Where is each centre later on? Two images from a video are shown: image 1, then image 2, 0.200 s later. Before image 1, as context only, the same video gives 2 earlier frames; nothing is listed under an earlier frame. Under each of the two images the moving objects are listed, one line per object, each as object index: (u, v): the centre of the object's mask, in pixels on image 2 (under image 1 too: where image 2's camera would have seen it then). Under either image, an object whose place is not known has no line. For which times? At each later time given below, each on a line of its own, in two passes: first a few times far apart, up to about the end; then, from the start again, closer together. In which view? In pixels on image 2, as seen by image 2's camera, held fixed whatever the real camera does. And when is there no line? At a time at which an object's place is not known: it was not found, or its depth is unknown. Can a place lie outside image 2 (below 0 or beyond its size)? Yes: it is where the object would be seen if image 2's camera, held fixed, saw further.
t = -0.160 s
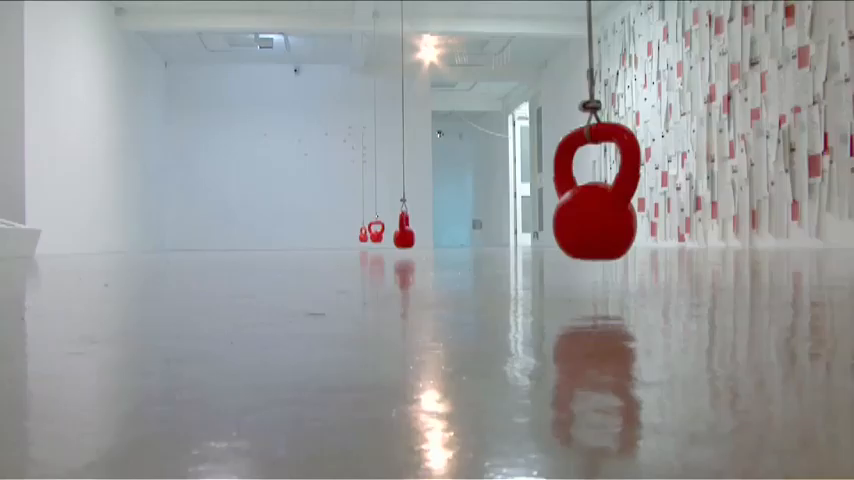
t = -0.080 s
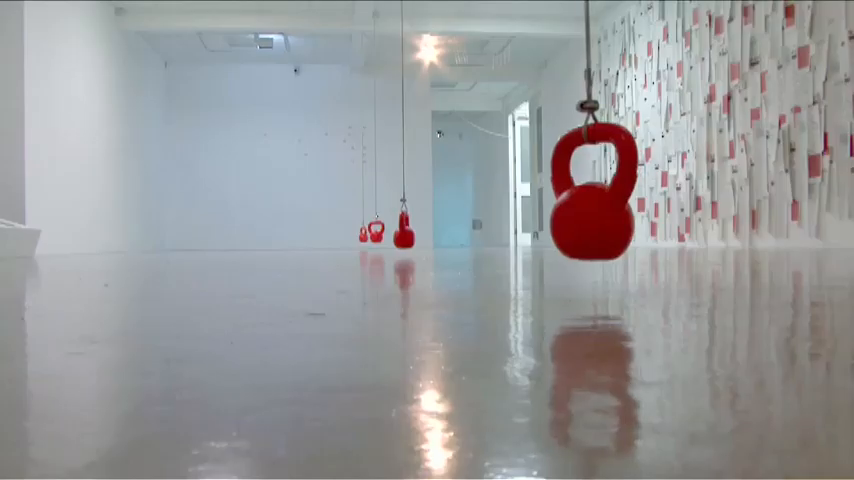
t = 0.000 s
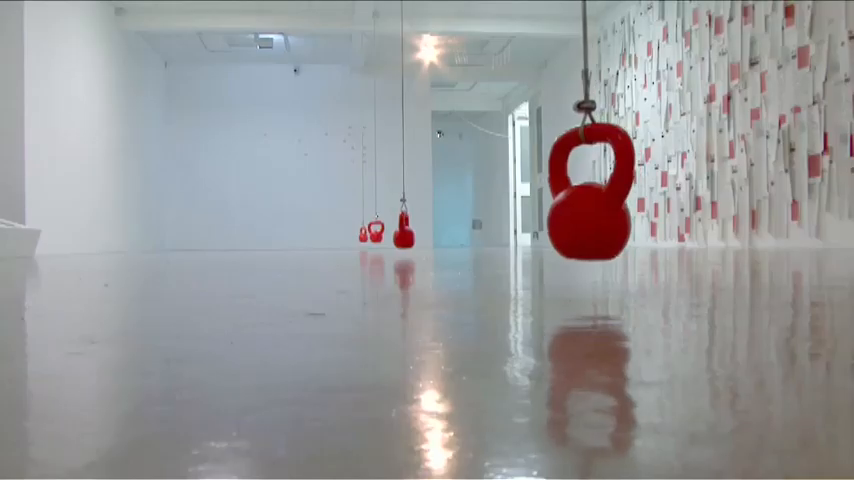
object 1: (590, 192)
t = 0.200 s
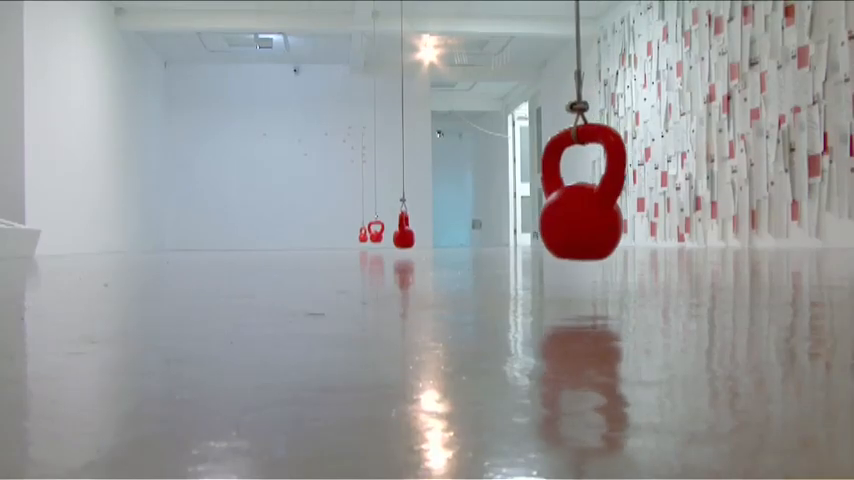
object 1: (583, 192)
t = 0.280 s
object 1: (580, 192)
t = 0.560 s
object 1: (570, 193)
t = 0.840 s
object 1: (564, 193)
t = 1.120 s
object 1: (564, 194)
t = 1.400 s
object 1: (570, 194)
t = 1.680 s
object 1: (579, 193)
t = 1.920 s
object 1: (588, 193)
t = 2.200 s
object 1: (597, 192)
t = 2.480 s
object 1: (602, 191)
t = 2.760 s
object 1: (600, 190)
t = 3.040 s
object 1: (594, 191)
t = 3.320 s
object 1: (583, 191)
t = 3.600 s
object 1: (573, 192)
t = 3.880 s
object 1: (565, 193)
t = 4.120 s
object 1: (563, 193)
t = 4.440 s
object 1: (567, 193)
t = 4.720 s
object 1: (575, 193)
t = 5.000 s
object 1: (585, 193)
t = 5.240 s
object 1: (593, 192)
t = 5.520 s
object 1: (600, 191)
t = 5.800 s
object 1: (602, 190)
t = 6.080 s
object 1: (597, 190)
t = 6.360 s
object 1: (588, 191)
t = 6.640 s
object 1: (577, 191)
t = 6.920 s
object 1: (571, 192)
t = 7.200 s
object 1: (570, 192)
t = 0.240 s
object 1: (581, 192)
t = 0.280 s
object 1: (580, 192)
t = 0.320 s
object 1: (578, 192)
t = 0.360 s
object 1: (577, 192)
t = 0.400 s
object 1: (575, 192)
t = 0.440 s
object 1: (574, 193)
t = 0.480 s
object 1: (572, 193)
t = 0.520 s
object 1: (571, 193)
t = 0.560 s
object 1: (570, 193)
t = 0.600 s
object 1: (569, 193)
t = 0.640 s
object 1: (568, 193)
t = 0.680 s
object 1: (567, 193)
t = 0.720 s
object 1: (566, 193)
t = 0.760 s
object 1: (565, 193)
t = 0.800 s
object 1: (565, 193)
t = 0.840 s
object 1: (564, 193)
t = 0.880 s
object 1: (564, 193)
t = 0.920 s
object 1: (564, 193)
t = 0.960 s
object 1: (564, 194)
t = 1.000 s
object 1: (564, 194)
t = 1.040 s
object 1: (564, 193)
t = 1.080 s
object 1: (564, 194)
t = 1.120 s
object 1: (564, 194)
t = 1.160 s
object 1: (565, 194)
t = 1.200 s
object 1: (565, 194)
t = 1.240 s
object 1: (566, 194)
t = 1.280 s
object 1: (567, 194)
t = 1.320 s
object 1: (568, 194)
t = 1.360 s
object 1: (569, 194)
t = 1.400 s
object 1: (570, 194)
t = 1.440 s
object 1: (571, 194)
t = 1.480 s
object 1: (572, 193)
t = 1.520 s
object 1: (573, 194)
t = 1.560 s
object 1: (575, 193)
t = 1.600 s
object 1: (576, 193)
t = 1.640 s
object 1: (578, 193)
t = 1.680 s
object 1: (579, 193)
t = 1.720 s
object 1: (581, 193)
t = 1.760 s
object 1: (582, 193)
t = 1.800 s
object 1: (584, 193)
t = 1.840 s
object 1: (585, 193)
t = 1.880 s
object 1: (587, 193)
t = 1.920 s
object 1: (588, 193)
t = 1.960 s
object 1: (589, 192)
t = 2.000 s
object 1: (591, 192)
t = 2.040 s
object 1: (592, 192)
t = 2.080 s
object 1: (593, 192)
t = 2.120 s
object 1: (595, 192)
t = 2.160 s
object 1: (596, 192)
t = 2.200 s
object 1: (597, 192)
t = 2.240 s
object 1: (598, 192)
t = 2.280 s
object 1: (599, 191)
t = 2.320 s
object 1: (600, 191)
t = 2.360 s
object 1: (600, 191)
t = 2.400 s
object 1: (601, 191)
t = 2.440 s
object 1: (601, 191)
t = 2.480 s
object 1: (602, 191)
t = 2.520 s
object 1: (602, 191)
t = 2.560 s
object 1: (602, 191)
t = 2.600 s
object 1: (602, 191)
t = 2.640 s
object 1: (602, 191)
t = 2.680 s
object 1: (601, 190)
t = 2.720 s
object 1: (601, 191)
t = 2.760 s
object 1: (600, 190)
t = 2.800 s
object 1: (600, 190)
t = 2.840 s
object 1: (599, 191)
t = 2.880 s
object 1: (598, 191)
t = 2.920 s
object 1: (597, 191)
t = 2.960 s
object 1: (596, 191)
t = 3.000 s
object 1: (595, 191)
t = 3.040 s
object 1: (594, 191)
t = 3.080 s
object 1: (592, 191)
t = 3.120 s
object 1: (591, 191)
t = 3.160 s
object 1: (589, 191)
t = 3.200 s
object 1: (588, 191)
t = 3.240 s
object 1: (586, 191)
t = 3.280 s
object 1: (585, 191)
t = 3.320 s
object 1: (583, 191)
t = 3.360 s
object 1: (582, 192)
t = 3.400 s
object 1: (580, 192)
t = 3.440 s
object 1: (579, 192)
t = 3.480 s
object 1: (577, 192)
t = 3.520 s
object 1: (576, 192)
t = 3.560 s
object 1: (574, 192)
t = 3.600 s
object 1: (573, 192)
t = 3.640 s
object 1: (572, 192)
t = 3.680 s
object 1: (570, 192)
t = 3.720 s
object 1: (569, 192)
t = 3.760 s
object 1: (568, 193)
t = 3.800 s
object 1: (567, 193)
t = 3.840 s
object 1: (566, 193)
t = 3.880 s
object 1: (565, 193)
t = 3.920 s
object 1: (565, 193)
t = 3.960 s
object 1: (564, 193)
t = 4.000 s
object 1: (564, 193)
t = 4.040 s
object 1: (563, 193)
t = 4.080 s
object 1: (563, 193)
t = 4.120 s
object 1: (563, 193)
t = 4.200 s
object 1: (563, 193)
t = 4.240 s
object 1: (564, 193)
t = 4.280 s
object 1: (564, 193)
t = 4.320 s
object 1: (564, 193)
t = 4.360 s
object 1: (565, 193)
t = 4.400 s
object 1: (566, 193)
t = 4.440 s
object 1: (567, 193)
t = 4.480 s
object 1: (567, 193)
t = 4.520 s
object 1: (568, 193)
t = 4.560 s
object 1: (569, 193)
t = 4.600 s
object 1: (571, 193)
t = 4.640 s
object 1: (572, 193)
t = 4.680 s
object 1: (573, 193)
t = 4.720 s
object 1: (575, 193)
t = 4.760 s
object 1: (576, 193)
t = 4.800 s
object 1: (577, 193)
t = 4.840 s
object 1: (579, 193)
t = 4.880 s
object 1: (580, 193)
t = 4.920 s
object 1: (582, 193)
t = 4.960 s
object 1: (584, 193)
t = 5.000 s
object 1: (585, 193)
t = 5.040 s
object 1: (587, 192)
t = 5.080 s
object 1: (588, 192)
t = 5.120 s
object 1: (589, 192)
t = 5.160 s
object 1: (591, 192)
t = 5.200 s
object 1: (592, 192)
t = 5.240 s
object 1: (593, 192)
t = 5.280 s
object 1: (595, 192)
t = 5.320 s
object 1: (596, 192)
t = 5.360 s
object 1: (597, 191)
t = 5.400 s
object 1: (598, 191)
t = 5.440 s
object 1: (599, 191)
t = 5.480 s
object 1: (599, 191)
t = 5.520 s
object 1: (600, 191)
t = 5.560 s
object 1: (601, 191)
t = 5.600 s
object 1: (601, 191)
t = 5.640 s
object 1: (601, 191)
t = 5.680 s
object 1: (602, 190)
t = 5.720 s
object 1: (602, 190)
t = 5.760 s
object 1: (602, 190)
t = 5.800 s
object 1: (602, 190)
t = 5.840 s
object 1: (601, 190)
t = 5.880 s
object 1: (601, 190)
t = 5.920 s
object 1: (600, 190)
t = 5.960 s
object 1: (599, 190)
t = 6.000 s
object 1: (599, 190)
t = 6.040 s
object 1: (598, 190)
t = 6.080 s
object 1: (597, 190)
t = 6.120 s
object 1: (596, 190)
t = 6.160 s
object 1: (595, 190)
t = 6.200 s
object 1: (593, 191)
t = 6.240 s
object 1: (592, 191)
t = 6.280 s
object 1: (591, 191)
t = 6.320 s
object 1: (589, 191)
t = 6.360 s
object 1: (588, 191)
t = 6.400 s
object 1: (586, 191)
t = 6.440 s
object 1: (585, 191)
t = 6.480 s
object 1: (583, 191)
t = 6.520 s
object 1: (582, 191)
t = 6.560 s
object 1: (580, 191)
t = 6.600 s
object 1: (578, 191)
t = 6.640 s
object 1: (577, 191)
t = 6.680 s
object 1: (576, 192)
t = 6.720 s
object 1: (575, 192)
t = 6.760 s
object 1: (574, 191)
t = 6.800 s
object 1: (573, 192)
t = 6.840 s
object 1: (572, 192)
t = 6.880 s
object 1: (572, 192)
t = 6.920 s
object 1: (571, 192)
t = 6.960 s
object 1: (571, 192)
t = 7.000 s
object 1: (570, 192)
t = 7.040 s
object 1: (570, 192)
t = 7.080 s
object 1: (570, 192)
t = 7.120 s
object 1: (570, 192)
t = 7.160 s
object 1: (570, 192)
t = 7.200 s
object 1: (570, 192)
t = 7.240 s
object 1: (571, 191)
